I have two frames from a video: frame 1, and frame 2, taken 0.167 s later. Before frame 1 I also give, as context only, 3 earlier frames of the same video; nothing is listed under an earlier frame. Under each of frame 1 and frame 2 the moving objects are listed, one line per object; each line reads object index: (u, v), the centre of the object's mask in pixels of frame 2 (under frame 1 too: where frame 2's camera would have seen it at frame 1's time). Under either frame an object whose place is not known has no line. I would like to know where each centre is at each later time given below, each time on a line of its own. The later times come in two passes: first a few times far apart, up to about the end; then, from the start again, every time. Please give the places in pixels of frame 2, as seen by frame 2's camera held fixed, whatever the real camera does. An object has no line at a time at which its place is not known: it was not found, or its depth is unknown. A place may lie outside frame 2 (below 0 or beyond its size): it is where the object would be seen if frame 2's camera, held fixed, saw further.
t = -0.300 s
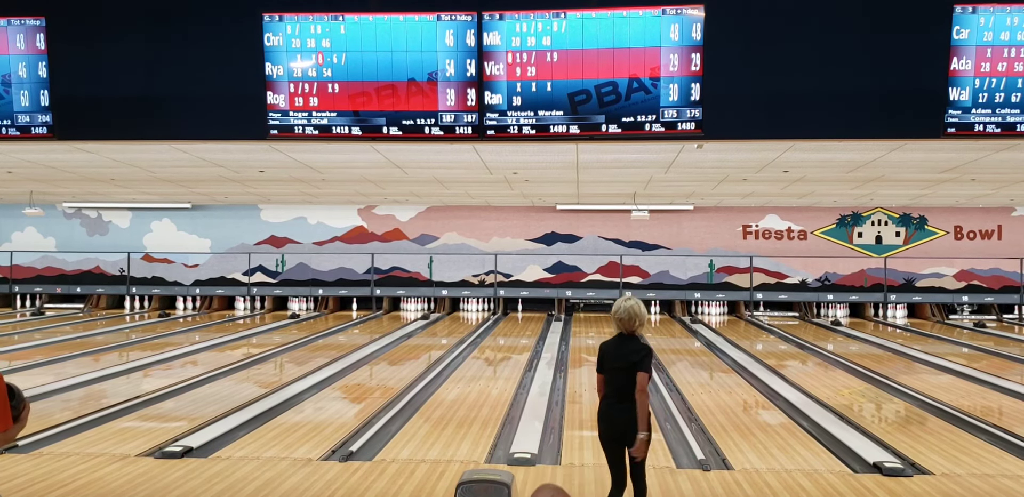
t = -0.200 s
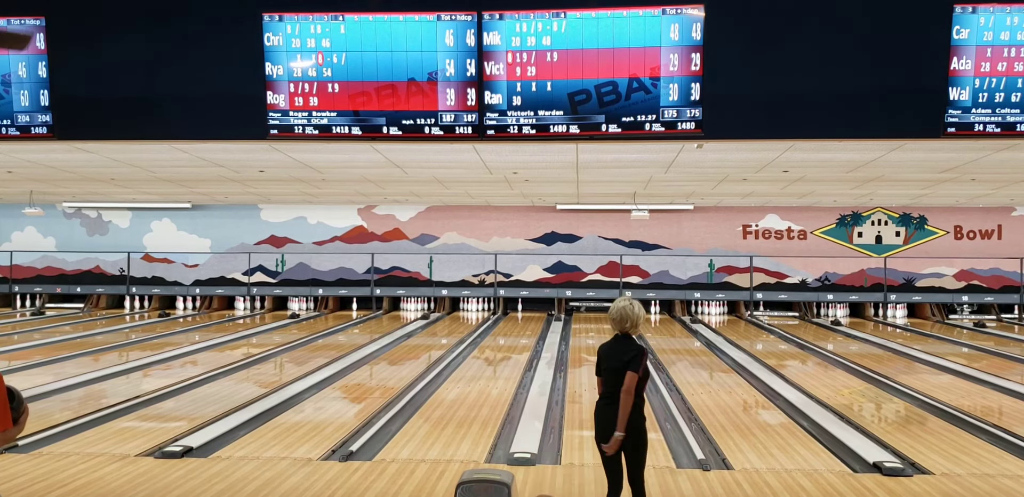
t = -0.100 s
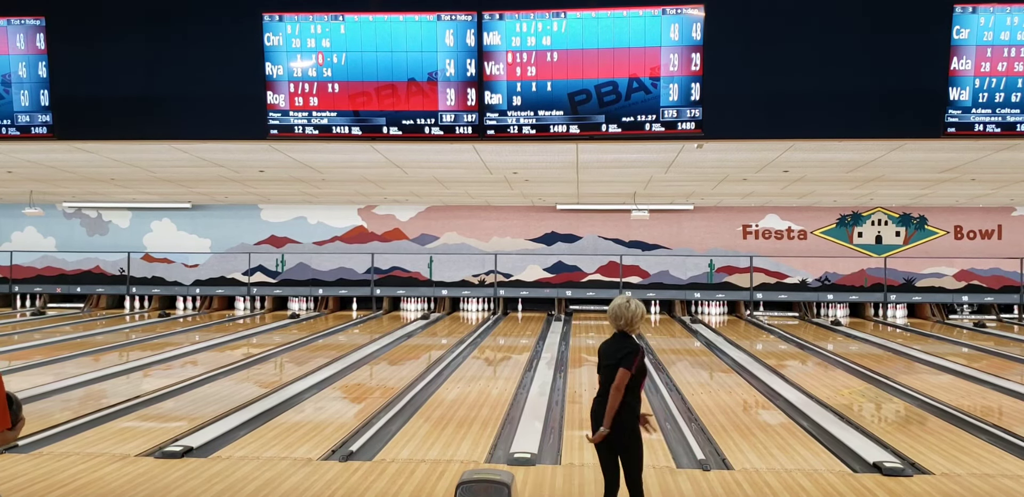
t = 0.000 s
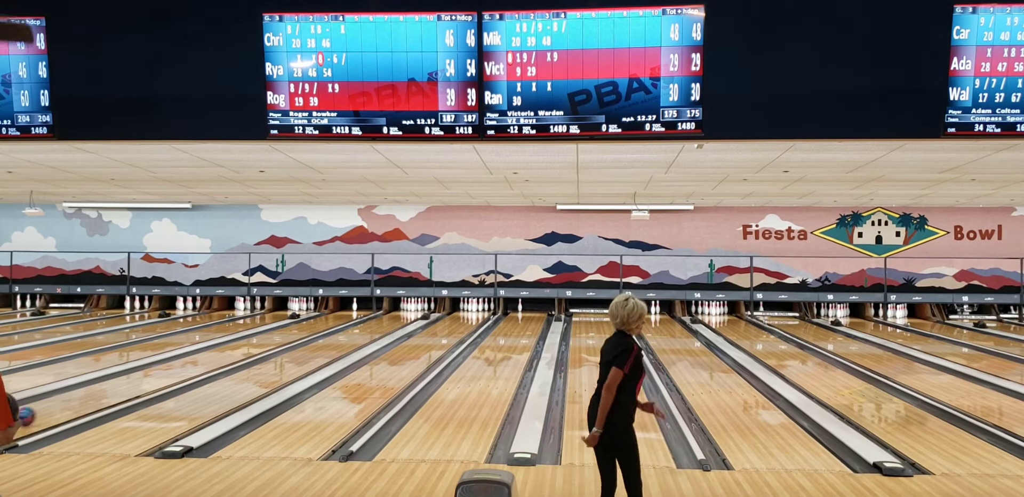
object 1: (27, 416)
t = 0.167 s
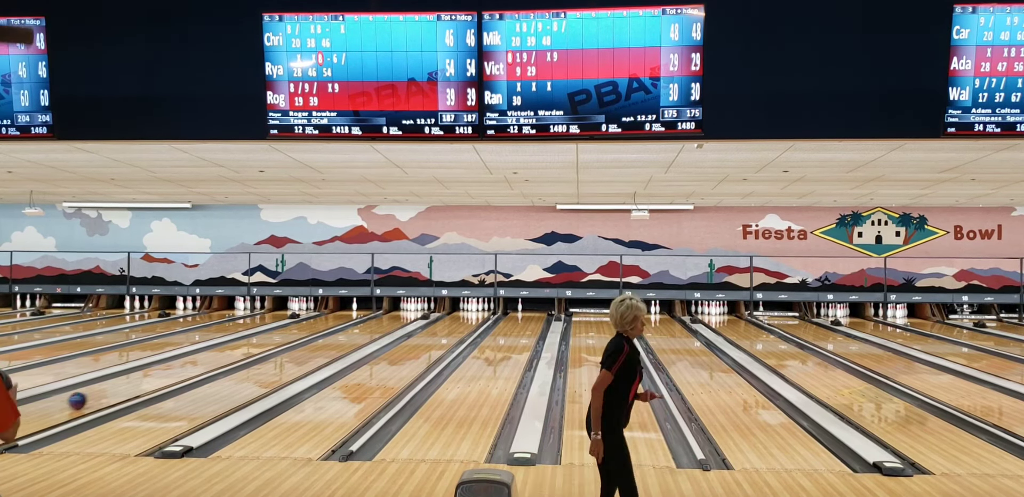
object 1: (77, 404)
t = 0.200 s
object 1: (87, 401)
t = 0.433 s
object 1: (143, 383)
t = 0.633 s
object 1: (181, 370)
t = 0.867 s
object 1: (218, 359)
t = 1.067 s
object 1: (245, 349)
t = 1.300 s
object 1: (271, 339)
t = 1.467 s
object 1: (287, 334)
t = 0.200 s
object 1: (87, 401)
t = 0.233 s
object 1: (95, 398)
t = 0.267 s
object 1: (104, 395)
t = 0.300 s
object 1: (112, 394)
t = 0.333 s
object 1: (120, 391)
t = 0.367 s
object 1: (128, 388)
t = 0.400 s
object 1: (135, 385)
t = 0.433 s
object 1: (143, 383)
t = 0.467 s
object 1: (150, 381)
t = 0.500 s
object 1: (156, 379)
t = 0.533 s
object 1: (163, 377)
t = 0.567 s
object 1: (169, 375)
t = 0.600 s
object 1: (175, 372)
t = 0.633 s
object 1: (181, 370)
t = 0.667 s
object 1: (187, 369)
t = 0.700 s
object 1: (193, 367)
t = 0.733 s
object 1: (198, 365)
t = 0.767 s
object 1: (203, 363)
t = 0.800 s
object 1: (209, 362)
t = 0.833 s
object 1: (213, 360)
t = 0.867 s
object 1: (218, 359)
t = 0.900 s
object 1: (223, 357)
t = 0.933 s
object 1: (228, 356)
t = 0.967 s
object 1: (232, 354)
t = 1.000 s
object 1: (236, 353)
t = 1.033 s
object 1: (241, 350)
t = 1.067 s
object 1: (245, 349)
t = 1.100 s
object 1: (249, 348)
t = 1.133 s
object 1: (253, 345)
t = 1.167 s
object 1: (257, 344)
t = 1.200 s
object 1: (260, 343)
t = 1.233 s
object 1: (264, 342)
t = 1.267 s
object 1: (267, 340)
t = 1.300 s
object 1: (271, 339)
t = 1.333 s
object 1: (274, 338)
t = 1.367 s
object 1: (278, 337)
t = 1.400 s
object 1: (281, 336)
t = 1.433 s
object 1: (284, 335)
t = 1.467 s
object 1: (287, 334)
